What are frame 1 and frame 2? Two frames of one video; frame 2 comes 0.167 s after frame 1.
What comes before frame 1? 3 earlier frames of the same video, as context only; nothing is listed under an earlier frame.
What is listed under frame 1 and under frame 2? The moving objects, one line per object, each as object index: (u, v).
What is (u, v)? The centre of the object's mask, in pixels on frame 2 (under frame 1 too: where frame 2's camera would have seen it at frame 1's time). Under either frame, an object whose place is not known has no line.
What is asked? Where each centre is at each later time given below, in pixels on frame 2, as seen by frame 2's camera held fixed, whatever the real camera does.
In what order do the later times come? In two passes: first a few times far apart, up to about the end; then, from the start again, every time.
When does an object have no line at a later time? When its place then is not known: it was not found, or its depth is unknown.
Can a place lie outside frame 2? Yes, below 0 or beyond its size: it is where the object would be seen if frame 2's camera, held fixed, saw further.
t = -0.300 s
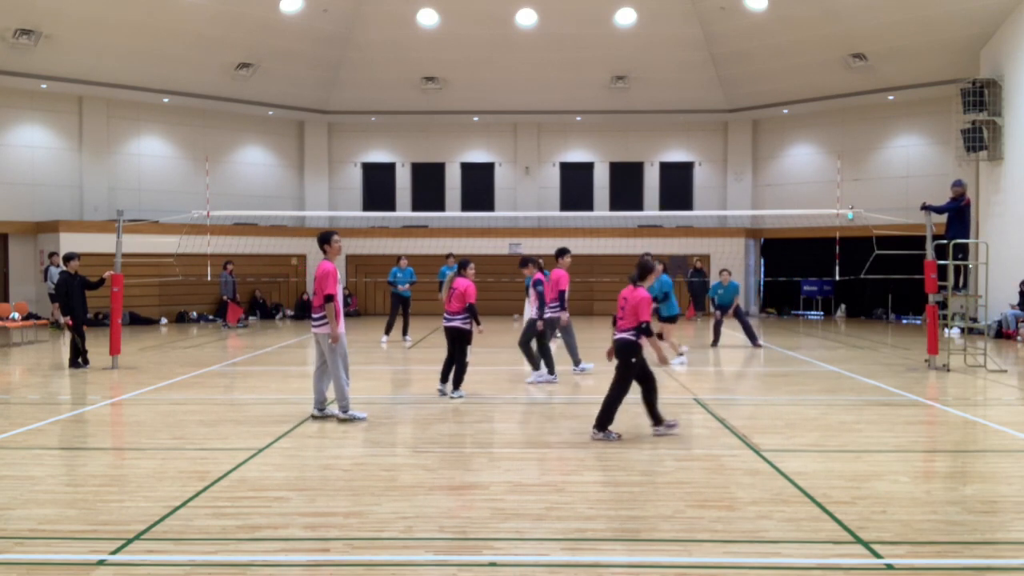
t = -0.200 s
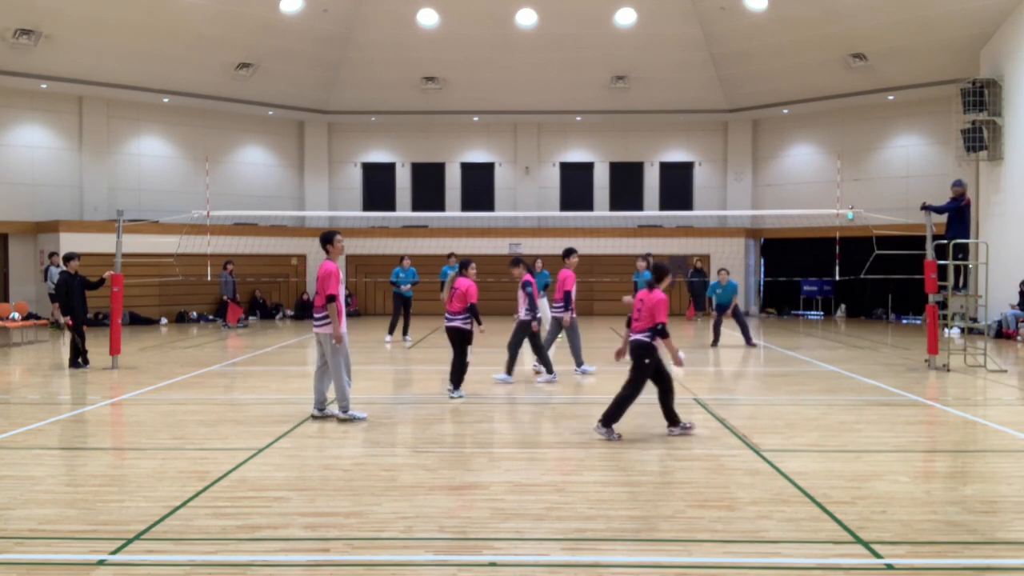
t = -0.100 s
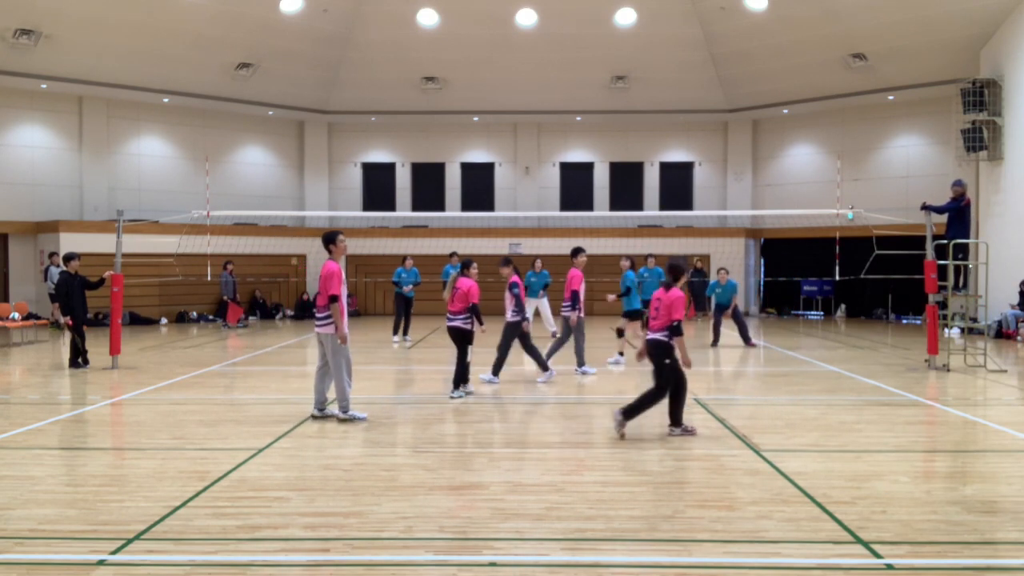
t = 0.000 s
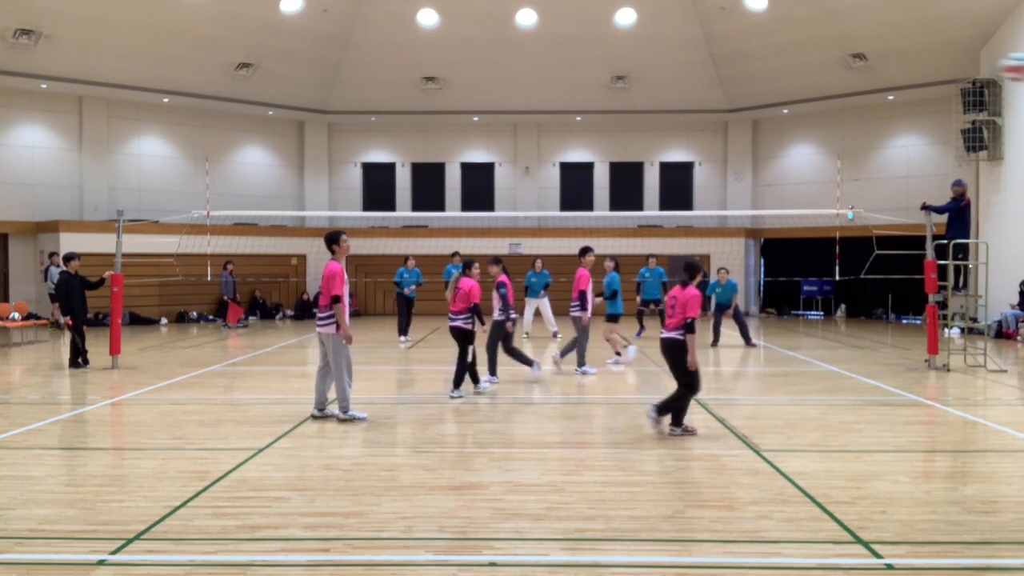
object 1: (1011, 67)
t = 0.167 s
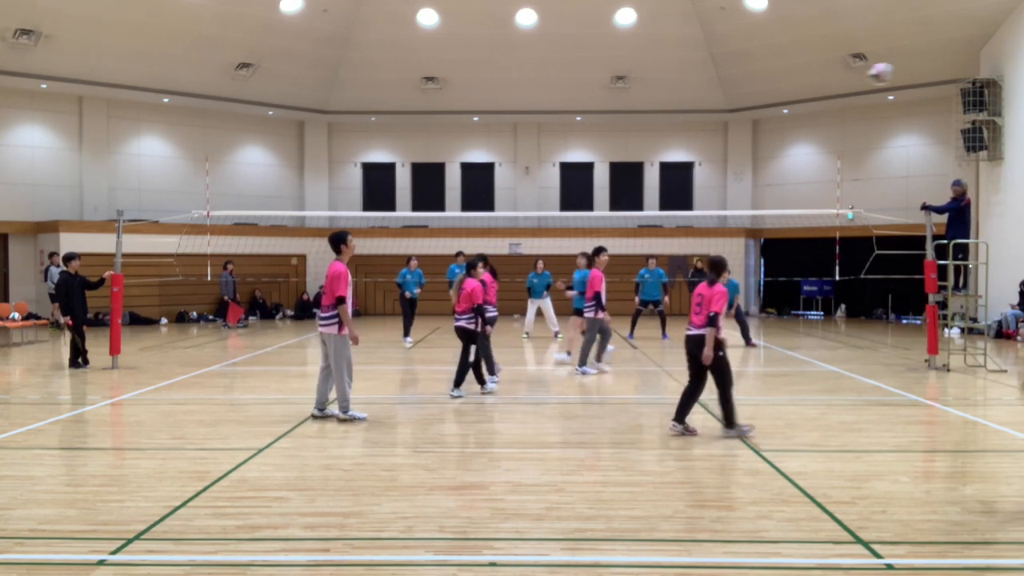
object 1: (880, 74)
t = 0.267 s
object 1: (831, 88)
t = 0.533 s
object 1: (749, 147)
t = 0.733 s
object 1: (713, 198)
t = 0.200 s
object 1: (863, 77)
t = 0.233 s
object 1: (846, 83)
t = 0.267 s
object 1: (831, 88)
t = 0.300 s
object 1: (817, 94)
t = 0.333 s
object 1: (805, 101)
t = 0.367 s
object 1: (794, 108)
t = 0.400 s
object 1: (784, 115)
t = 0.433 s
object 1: (774, 122)
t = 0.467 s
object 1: (765, 130)
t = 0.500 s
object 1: (757, 139)
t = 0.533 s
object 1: (749, 147)
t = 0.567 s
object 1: (742, 155)
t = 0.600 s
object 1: (735, 164)
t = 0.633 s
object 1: (729, 173)
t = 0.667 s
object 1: (723, 180)
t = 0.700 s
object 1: (718, 190)
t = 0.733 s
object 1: (713, 198)
